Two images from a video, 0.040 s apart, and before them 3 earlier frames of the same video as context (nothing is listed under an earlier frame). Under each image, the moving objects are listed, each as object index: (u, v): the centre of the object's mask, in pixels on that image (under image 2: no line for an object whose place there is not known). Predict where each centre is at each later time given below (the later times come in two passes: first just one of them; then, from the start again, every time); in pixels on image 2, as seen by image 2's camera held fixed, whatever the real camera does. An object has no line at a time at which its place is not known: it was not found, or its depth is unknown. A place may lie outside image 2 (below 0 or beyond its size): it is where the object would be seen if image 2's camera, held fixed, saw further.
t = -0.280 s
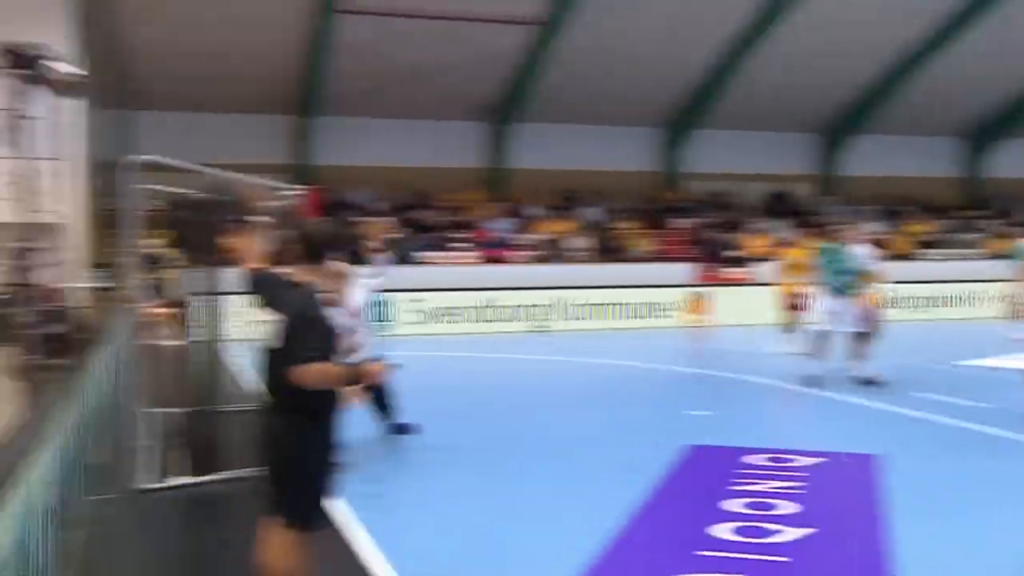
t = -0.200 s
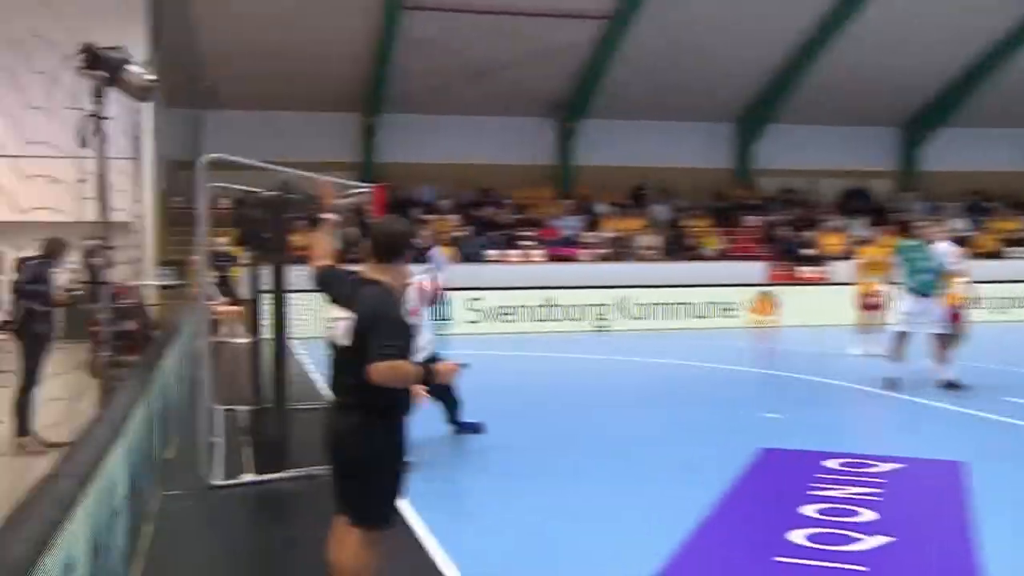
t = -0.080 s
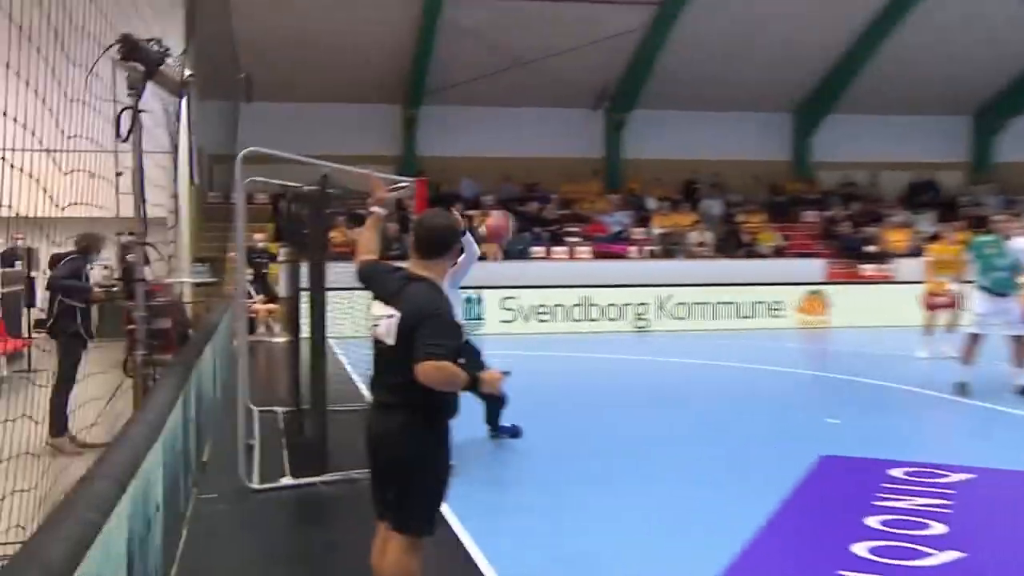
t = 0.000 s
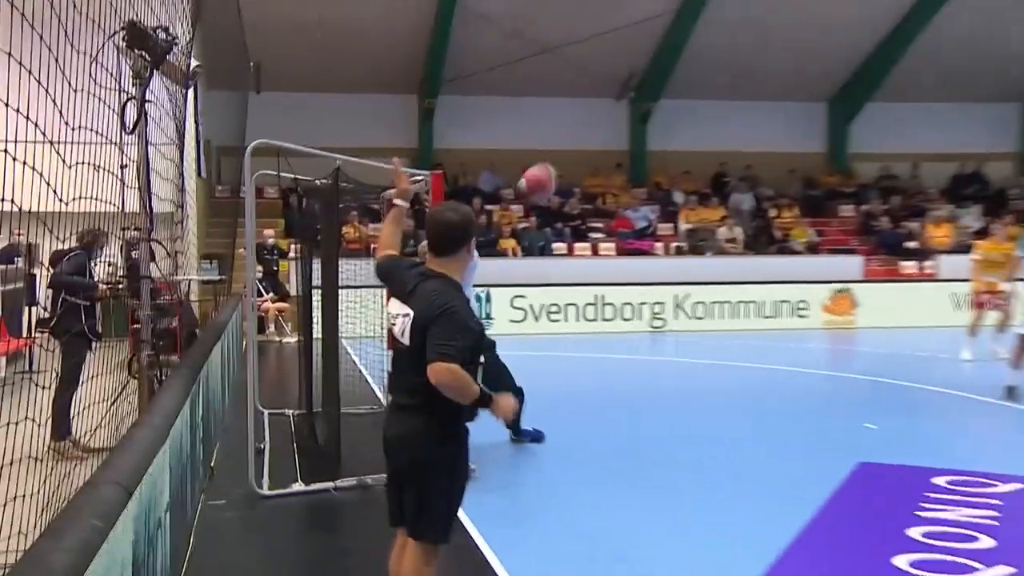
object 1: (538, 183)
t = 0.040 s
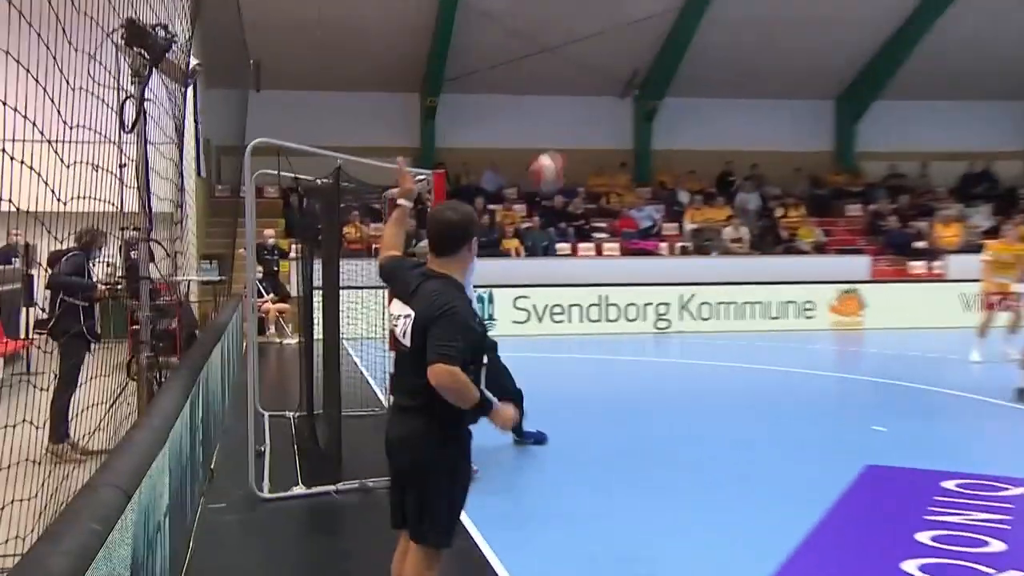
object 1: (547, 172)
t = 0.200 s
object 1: (601, 109)
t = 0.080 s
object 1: (558, 152)
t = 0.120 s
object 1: (574, 138)
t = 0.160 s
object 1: (588, 124)
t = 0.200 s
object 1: (601, 109)
